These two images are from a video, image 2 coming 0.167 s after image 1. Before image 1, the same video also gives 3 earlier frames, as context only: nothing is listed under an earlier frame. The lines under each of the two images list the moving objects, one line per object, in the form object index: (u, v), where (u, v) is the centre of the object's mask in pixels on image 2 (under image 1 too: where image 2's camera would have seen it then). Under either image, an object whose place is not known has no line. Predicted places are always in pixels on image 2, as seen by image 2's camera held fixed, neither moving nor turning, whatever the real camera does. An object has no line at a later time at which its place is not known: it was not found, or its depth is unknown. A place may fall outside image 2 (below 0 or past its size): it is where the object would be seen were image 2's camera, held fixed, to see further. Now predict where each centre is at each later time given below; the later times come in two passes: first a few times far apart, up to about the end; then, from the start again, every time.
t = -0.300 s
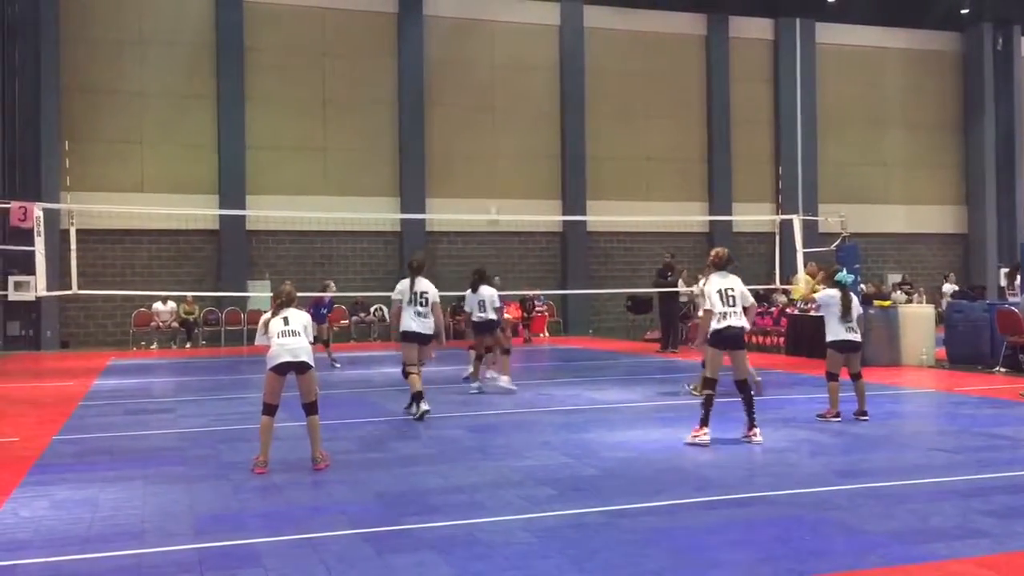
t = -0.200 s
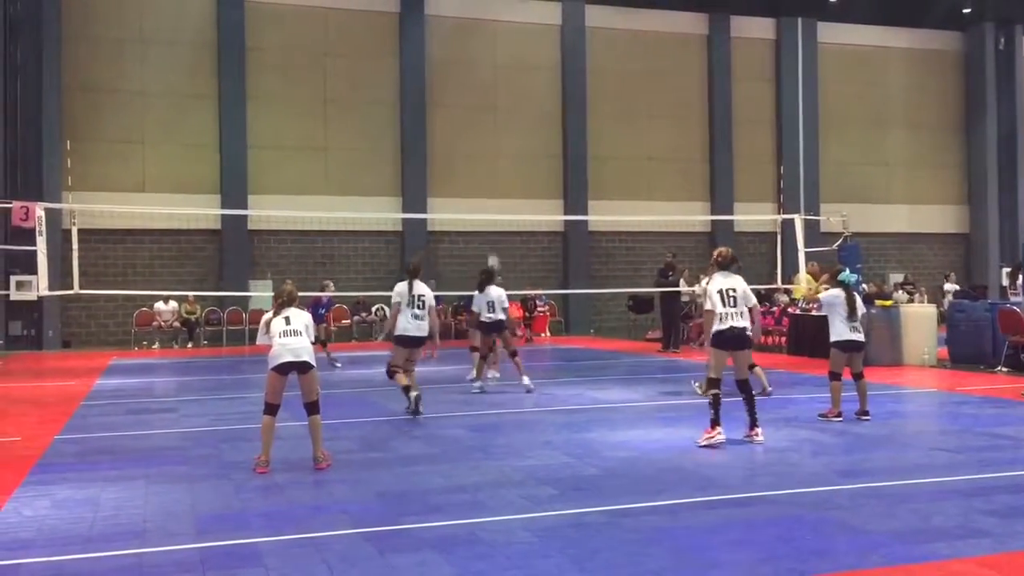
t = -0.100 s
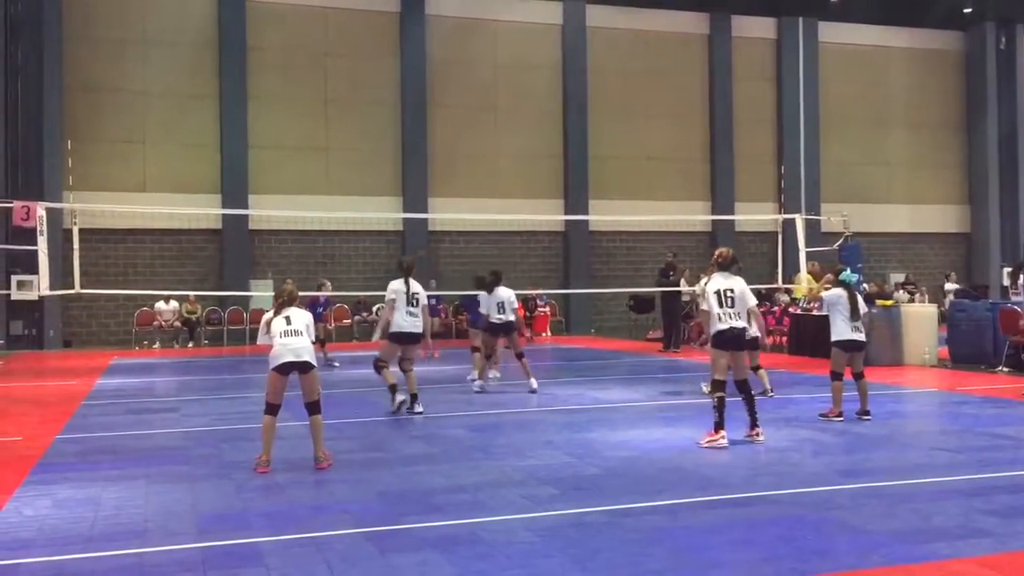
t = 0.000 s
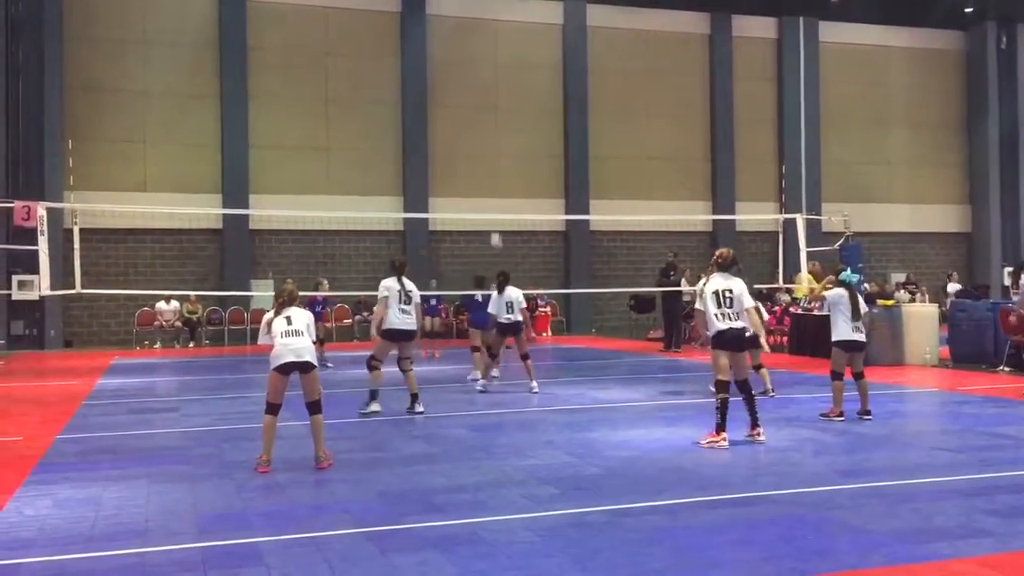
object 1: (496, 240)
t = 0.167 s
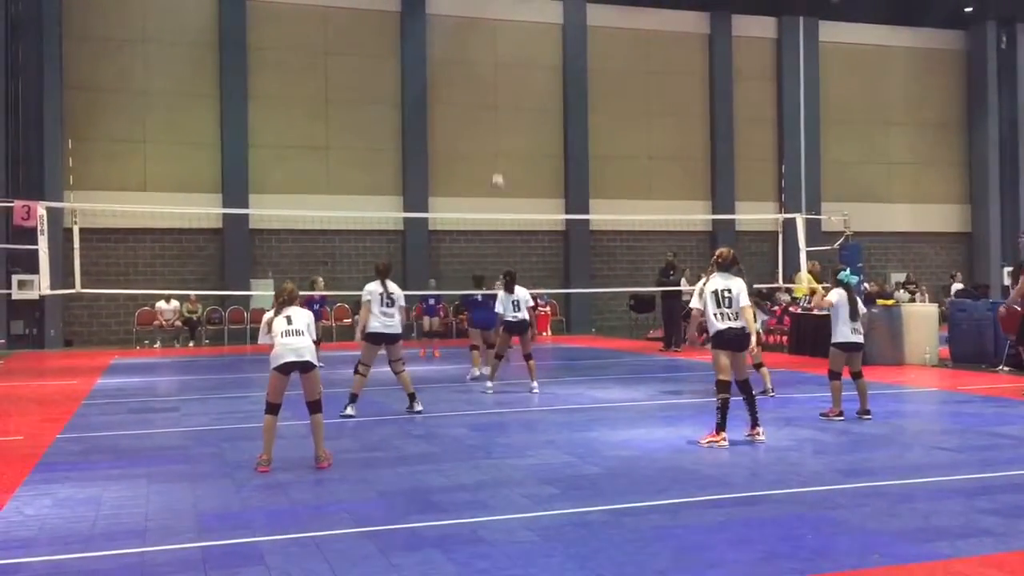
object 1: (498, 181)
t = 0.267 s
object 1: (499, 152)
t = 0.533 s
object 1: (501, 111)
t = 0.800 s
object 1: (505, 113)
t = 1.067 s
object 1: (510, 165)
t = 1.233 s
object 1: (514, 231)
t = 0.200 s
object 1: (498, 170)
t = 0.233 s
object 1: (498, 161)
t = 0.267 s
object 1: (499, 152)
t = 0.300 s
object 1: (499, 145)
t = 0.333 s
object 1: (499, 138)
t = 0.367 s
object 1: (500, 131)
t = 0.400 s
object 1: (500, 126)
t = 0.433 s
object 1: (501, 121)
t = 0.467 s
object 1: (501, 117)
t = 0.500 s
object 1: (501, 113)
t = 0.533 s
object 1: (501, 111)
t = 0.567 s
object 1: (502, 108)
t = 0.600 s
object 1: (502, 106)
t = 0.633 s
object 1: (503, 106)
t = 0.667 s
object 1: (503, 106)
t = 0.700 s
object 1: (504, 107)
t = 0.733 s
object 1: (504, 108)
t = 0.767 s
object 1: (504, 110)
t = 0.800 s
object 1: (505, 113)
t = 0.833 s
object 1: (505, 117)
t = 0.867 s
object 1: (506, 121)
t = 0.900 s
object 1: (506, 126)
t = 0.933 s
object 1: (507, 133)
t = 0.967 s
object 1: (508, 140)
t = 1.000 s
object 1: (509, 148)
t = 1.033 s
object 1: (510, 156)
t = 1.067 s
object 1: (510, 165)
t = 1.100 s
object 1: (511, 175)
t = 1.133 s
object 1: (512, 186)
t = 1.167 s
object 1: (512, 199)
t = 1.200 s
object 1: (510, 214)
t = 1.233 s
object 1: (514, 231)
